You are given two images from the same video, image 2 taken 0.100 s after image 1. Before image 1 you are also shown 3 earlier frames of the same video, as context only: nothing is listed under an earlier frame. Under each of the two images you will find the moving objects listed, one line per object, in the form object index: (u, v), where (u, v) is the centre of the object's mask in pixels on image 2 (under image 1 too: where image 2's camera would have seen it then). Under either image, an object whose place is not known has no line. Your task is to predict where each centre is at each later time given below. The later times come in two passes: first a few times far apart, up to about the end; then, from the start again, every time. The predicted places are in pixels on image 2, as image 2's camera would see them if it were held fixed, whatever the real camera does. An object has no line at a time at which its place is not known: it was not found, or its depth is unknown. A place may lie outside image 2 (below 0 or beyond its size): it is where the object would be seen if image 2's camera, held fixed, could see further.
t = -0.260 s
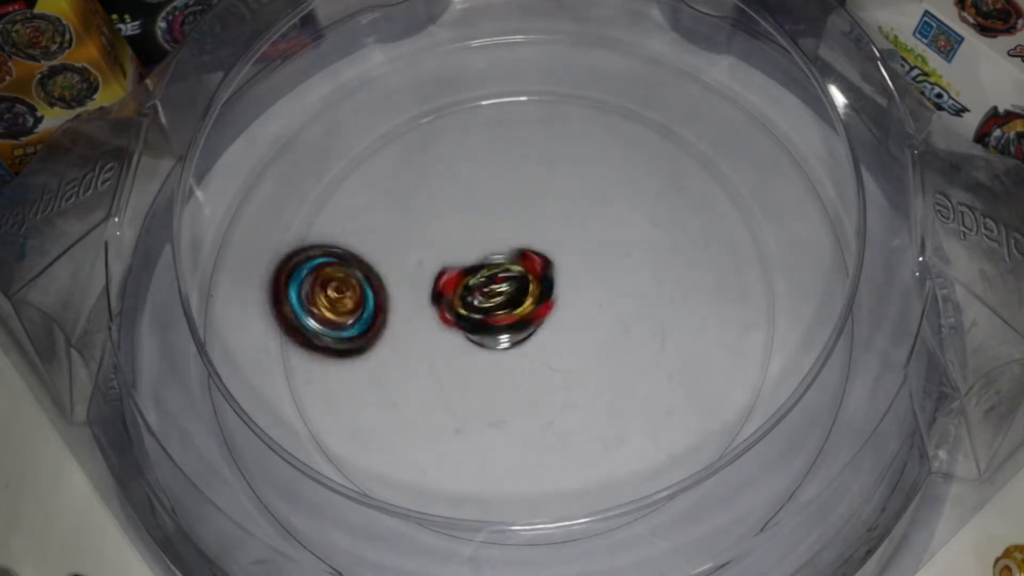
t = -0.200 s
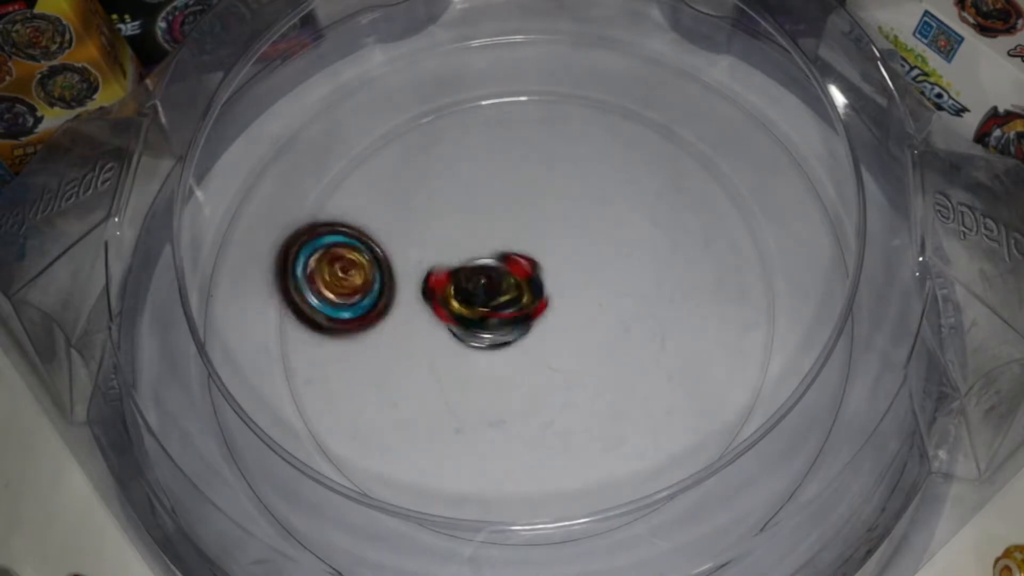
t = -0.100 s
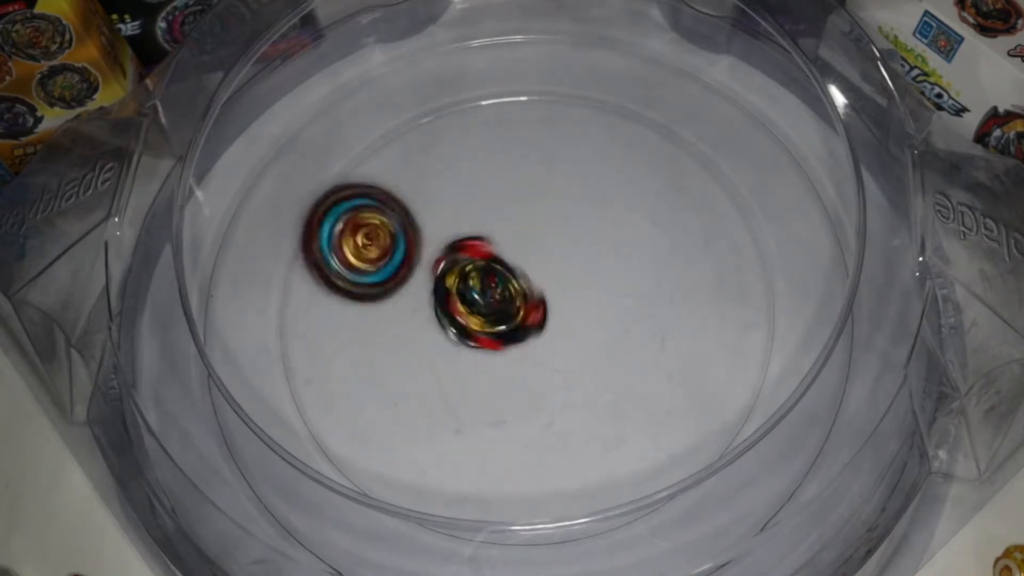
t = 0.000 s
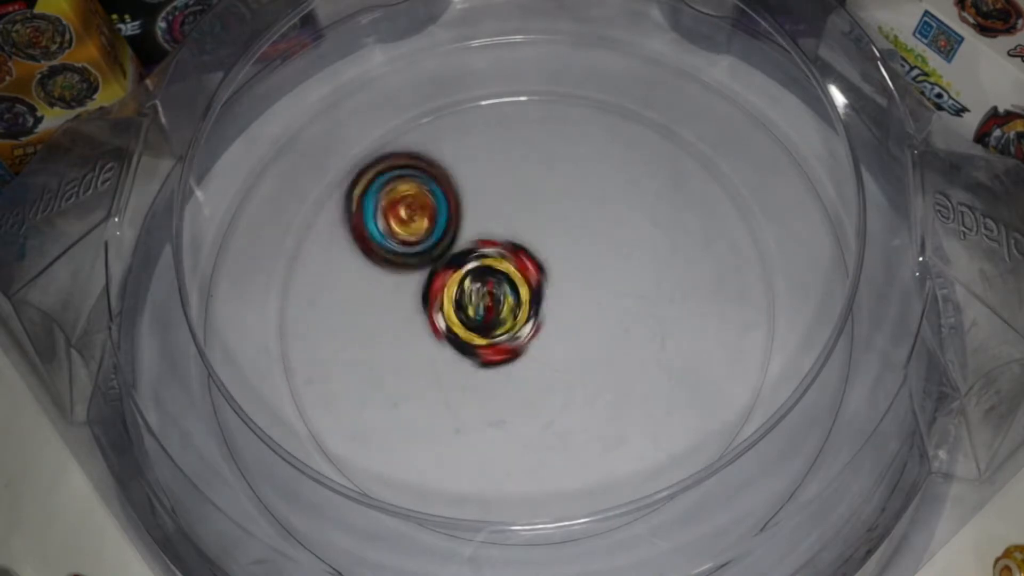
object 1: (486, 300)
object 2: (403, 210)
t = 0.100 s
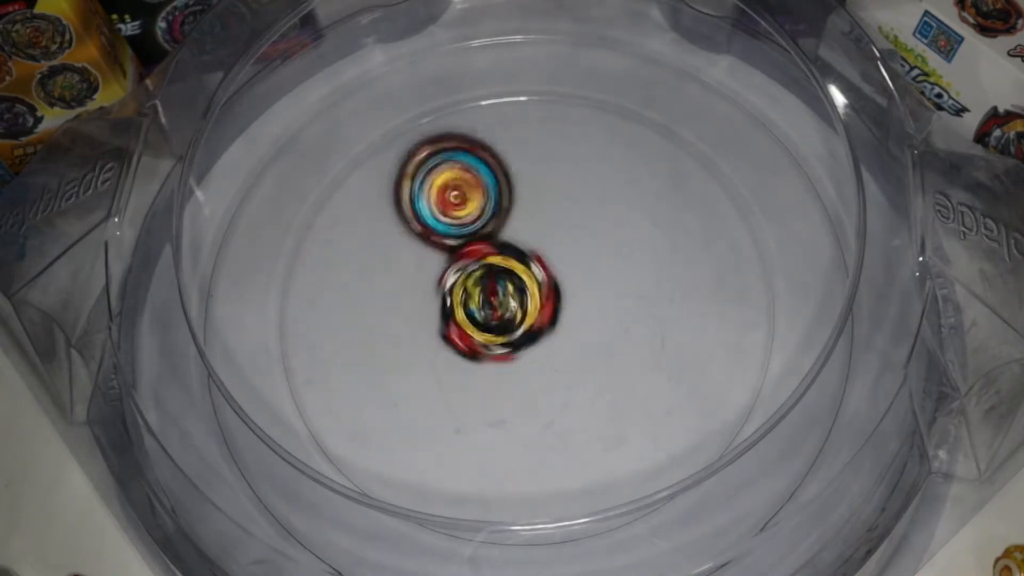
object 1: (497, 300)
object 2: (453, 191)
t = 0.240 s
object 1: (516, 318)
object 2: (528, 188)
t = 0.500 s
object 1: (519, 331)
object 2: (648, 238)
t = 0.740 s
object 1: (536, 310)
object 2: (687, 341)
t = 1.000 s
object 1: (556, 305)
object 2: (604, 422)
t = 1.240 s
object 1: (527, 300)
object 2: (476, 406)
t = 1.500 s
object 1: (513, 272)
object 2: (407, 305)
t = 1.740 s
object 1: (536, 265)
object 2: (429, 205)
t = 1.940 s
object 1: (531, 267)
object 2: (505, 160)
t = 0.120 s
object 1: (499, 302)
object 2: (464, 189)
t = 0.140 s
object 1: (502, 304)
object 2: (474, 188)
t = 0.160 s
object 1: (505, 307)
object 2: (486, 187)
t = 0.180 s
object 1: (508, 310)
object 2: (496, 187)
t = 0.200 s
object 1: (511, 313)
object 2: (507, 186)
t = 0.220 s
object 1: (514, 315)
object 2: (518, 187)
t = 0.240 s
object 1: (516, 318)
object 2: (528, 188)
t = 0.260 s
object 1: (518, 320)
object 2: (539, 189)
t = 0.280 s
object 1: (520, 323)
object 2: (549, 191)
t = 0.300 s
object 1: (521, 326)
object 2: (559, 192)
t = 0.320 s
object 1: (523, 328)
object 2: (569, 194)
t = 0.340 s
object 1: (522, 329)
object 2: (579, 197)
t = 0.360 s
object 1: (521, 330)
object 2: (590, 200)
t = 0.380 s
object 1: (519, 332)
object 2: (599, 205)
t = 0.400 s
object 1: (519, 332)
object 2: (608, 209)
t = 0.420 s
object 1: (518, 332)
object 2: (617, 214)
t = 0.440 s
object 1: (518, 332)
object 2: (625, 220)
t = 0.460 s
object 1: (518, 332)
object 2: (633, 225)
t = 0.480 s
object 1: (518, 332)
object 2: (641, 231)
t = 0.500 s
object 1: (519, 331)
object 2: (648, 238)
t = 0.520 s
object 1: (520, 330)
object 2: (655, 244)
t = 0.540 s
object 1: (520, 329)
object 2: (661, 253)
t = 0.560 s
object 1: (520, 327)
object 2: (666, 260)
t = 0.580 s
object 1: (521, 325)
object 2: (672, 268)
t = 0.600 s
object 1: (521, 324)
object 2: (675, 277)
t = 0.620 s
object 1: (522, 322)
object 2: (679, 286)
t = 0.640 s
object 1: (523, 320)
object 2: (682, 295)
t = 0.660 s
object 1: (524, 318)
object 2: (684, 304)
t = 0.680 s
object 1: (527, 315)
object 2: (686, 312)
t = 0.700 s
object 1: (530, 313)
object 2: (687, 323)
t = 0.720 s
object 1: (533, 311)
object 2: (687, 332)
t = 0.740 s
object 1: (536, 310)
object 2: (687, 341)
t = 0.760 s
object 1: (540, 309)
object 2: (684, 351)
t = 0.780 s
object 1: (543, 309)
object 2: (681, 360)
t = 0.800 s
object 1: (546, 308)
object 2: (679, 368)
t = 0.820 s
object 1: (550, 307)
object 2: (674, 376)
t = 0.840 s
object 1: (552, 306)
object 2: (669, 383)
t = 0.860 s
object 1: (554, 306)
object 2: (664, 390)
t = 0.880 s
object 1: (555, 307)
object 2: (658, 396)
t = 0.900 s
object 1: (556, 307)
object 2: (651, 401)
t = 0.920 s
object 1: (555, 306)
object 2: (642, 406)
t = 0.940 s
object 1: (555, 306)
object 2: (634, 411)
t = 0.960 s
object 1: (555, 306)
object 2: (626, 415)
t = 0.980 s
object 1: (556, 305)
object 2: (615, 418)
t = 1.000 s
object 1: (556, 305)
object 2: (604, 422)
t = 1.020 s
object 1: (557, 305)
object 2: (593, 425)
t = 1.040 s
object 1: (557, 305)
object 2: (581, 426)
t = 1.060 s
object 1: (556, 306)
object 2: (569, 427)
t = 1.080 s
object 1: (554, 307)
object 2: (559, 428)
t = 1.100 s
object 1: (552, 307)
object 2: (548, 427)
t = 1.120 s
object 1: (549, 306)
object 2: (536, 426)
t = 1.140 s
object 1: (546, 305)
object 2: (525, 424)
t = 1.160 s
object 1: (541, 305)
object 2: (515, 422)
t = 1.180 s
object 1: (537, 304)
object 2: (505, 418)
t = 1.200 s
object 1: (533, 303)
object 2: (493, 415)
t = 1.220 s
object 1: (530, 302)
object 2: (485, 411)
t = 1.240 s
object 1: (527, 300)
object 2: (476, 406)
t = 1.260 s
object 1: (525, 298)
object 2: (466, 400)
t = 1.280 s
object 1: (523, 294)
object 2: (458, 395)
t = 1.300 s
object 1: (521, 291)
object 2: (451, 388)
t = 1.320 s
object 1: (518, 289)
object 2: (442, 380)
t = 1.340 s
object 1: (516, 286)
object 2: (435, 372)
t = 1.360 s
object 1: (515, 283)
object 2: (430, 365)
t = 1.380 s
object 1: (514, 281)
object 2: (425, 358)
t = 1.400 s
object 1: (513, 279)
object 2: (420, 349)
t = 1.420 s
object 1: (513, 277)
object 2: (416, 341)
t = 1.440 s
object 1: (513, 275)
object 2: (413, 332)
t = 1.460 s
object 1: (513, 274)
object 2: (410, 323)
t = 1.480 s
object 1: (513, 273)
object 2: (407, 314)
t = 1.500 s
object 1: (513, 272)
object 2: (407, 305)
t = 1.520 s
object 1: (514, 271)
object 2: (406, 296)
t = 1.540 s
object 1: (518, 270)
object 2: (403, 287)
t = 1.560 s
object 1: (521, 269)
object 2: (403, 278)
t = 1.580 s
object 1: (522, 267)
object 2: (404, 269)
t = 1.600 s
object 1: (523, 265)
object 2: (404, 260)
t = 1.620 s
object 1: (524, 264)
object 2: (406, 252)
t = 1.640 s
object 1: (526, 265)
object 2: (409, 244)
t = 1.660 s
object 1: (528, 266)
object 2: (411, 235)
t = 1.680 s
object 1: (530, 266)
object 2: (414, 227)
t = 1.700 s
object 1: (532, 266)
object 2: (419, 220)
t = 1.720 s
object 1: (535, 266)
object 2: (423, 212)
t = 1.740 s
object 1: (536, 265)
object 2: (429, 205)
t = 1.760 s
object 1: (537, 264)
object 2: (435, 199)
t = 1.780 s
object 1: (538, 264)
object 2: (441, 192)
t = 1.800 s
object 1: (539, 263)
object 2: (448, 187)
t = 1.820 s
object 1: (539, 263)
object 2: (455, 181)
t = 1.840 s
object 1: (539, 263)
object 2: (462, 175)
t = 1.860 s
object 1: (538, 264)
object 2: (471, 172)
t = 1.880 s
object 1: (537, 265)
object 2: (478, 168)
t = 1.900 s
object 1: (535, 265)
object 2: (487, 164)
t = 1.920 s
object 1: (533, 266)
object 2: (496, 162)
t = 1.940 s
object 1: (531, 267)
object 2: (505, 160)
